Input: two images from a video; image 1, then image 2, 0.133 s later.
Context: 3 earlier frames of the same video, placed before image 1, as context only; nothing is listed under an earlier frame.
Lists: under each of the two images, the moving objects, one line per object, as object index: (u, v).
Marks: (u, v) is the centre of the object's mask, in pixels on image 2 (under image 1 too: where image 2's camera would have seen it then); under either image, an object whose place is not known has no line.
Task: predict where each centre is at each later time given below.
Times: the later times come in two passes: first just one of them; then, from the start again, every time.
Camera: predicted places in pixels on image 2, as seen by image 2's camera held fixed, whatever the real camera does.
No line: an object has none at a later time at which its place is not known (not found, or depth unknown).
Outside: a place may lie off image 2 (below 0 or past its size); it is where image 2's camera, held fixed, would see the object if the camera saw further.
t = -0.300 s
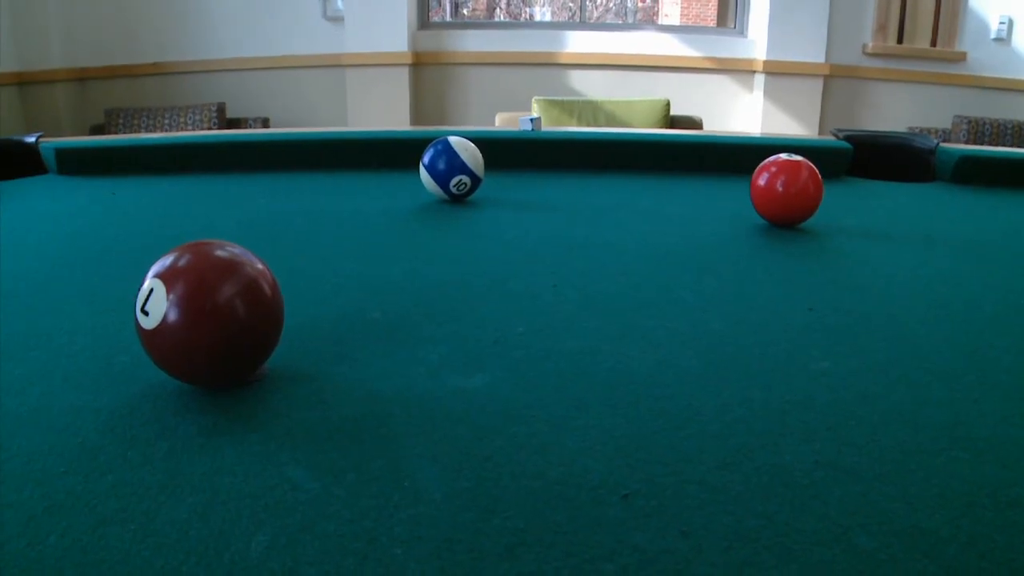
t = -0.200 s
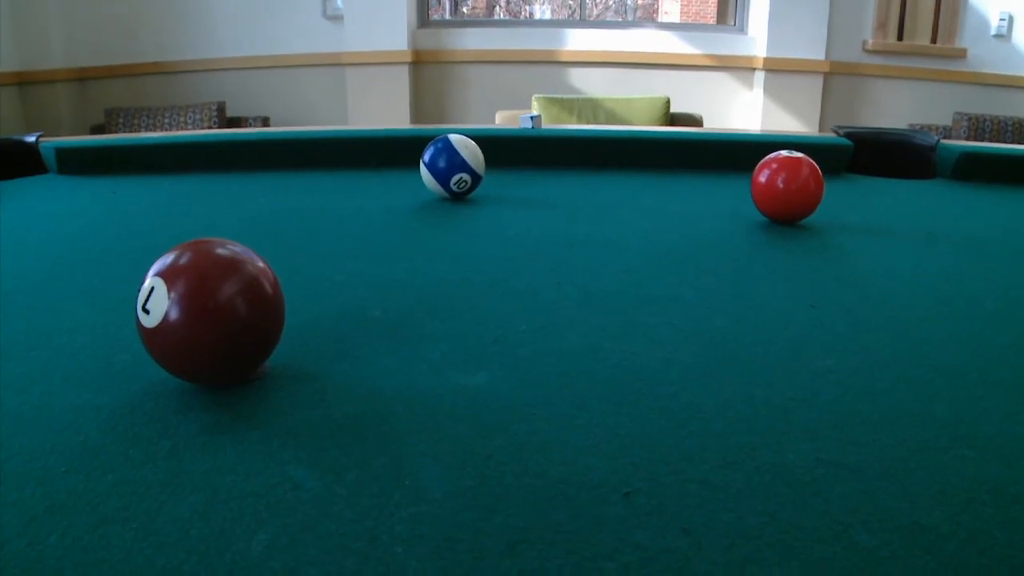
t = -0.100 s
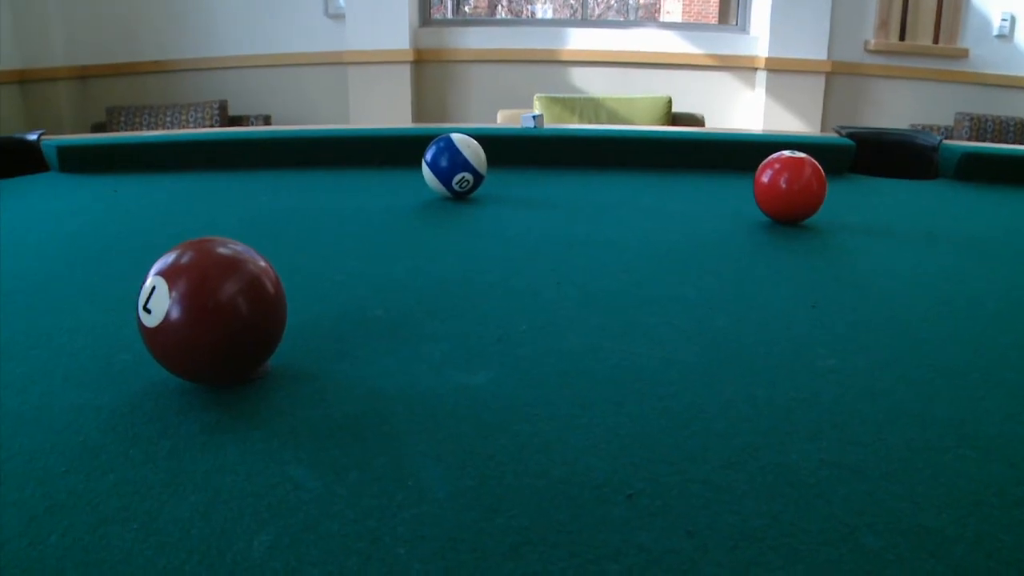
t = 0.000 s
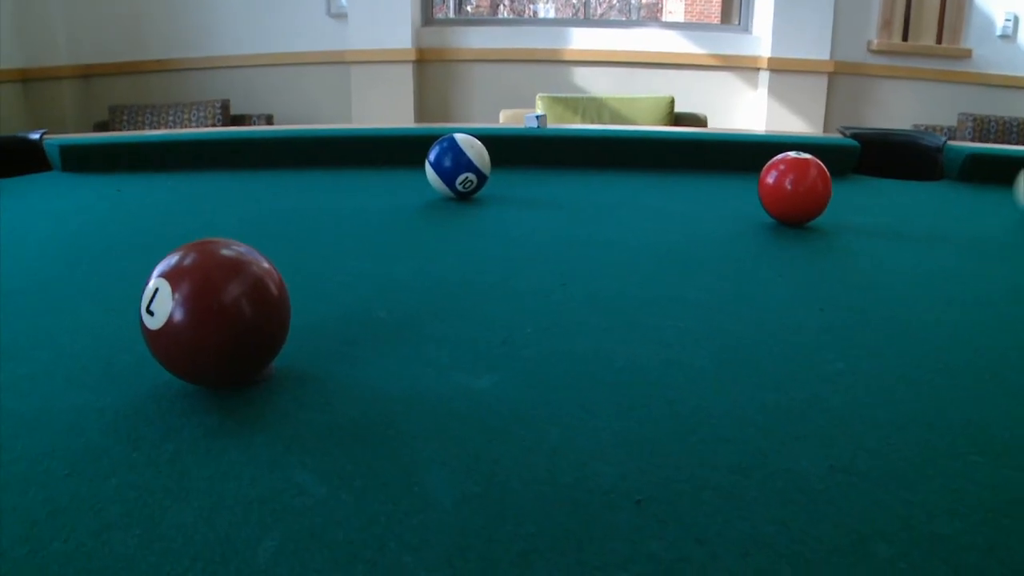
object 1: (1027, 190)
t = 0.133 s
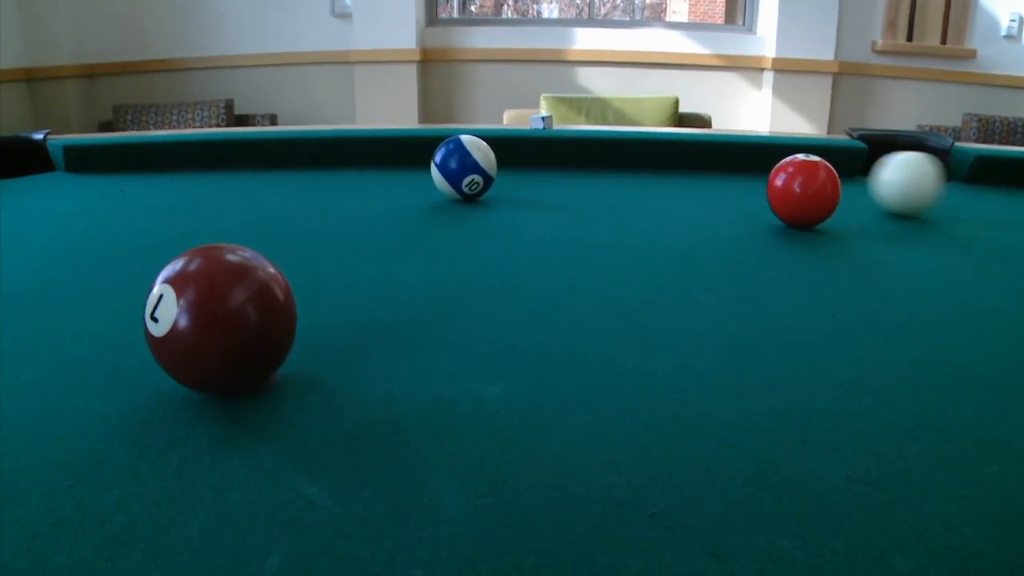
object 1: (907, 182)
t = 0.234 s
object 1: (766, 169)
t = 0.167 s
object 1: (870, 179)
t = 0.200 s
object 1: (843, 170)
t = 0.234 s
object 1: (766, 169)
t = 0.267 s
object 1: (737, 174)
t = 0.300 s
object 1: (695, 173)
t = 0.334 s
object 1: (651, 172)
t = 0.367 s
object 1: (607, 170)
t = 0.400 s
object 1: (563, 171)
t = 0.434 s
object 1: (532, 172)
